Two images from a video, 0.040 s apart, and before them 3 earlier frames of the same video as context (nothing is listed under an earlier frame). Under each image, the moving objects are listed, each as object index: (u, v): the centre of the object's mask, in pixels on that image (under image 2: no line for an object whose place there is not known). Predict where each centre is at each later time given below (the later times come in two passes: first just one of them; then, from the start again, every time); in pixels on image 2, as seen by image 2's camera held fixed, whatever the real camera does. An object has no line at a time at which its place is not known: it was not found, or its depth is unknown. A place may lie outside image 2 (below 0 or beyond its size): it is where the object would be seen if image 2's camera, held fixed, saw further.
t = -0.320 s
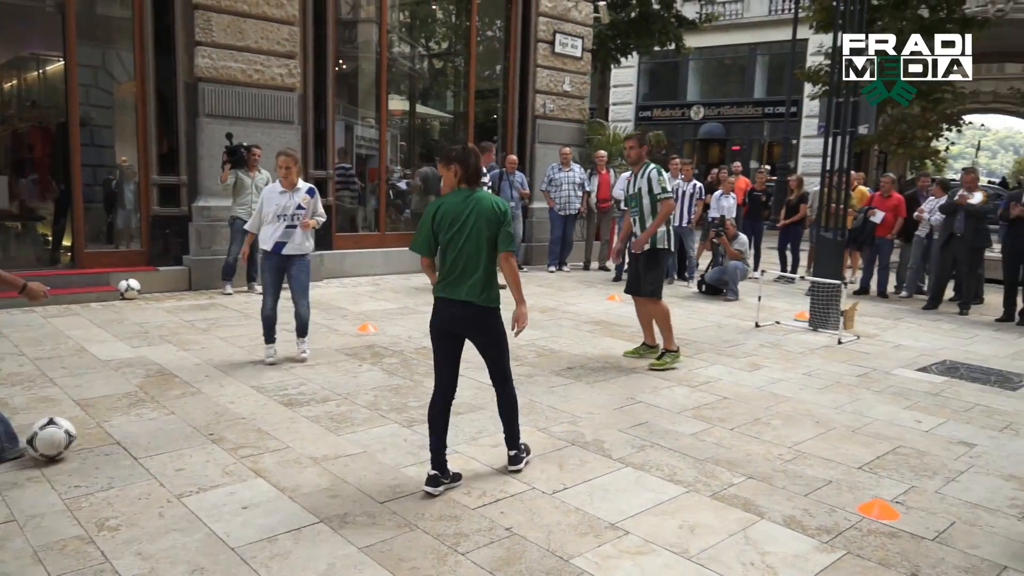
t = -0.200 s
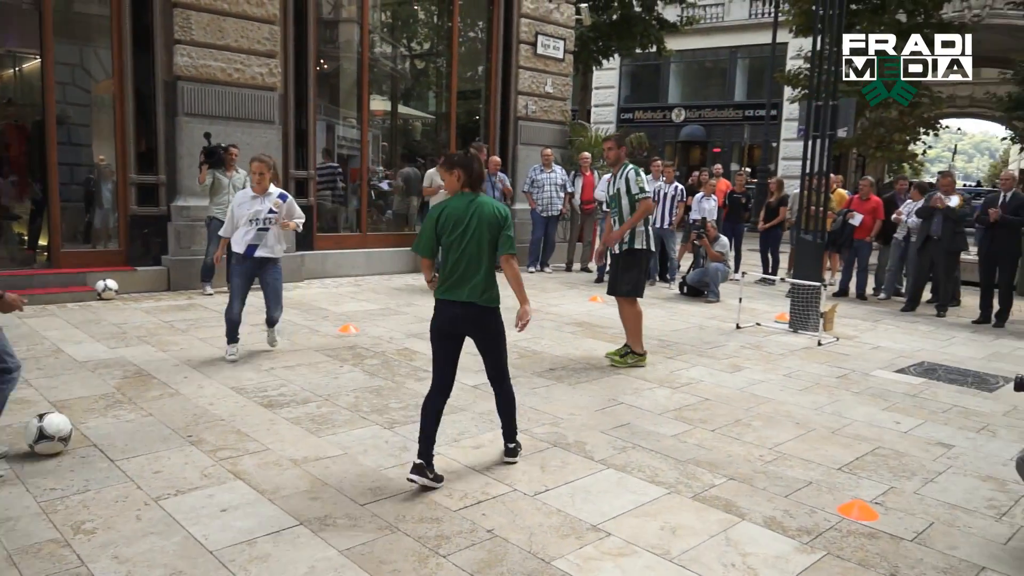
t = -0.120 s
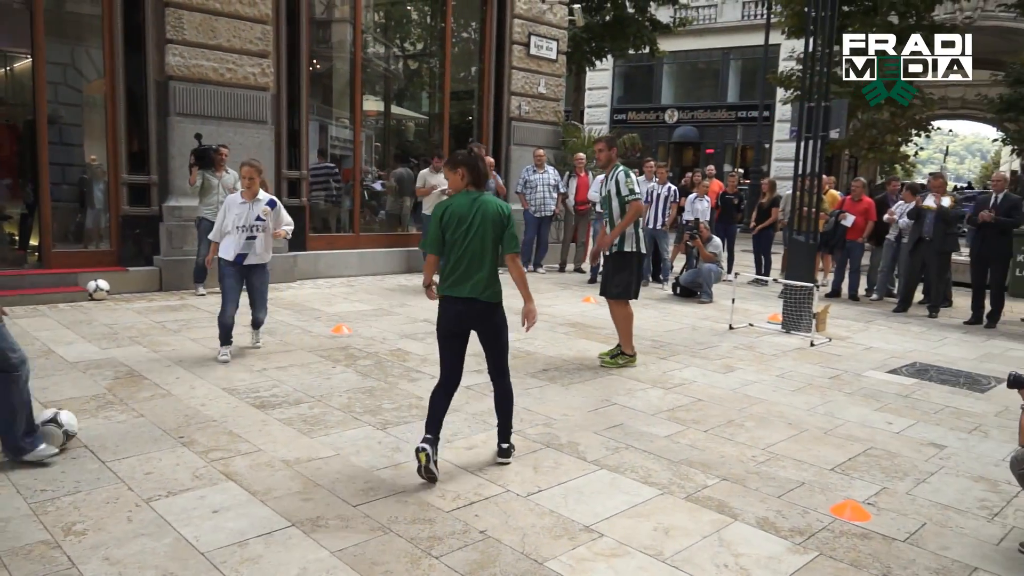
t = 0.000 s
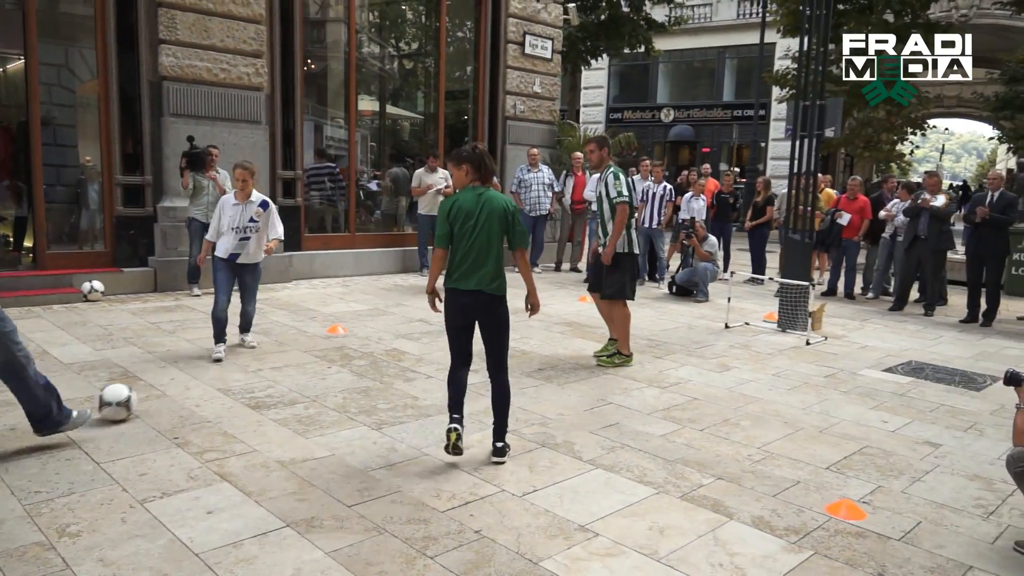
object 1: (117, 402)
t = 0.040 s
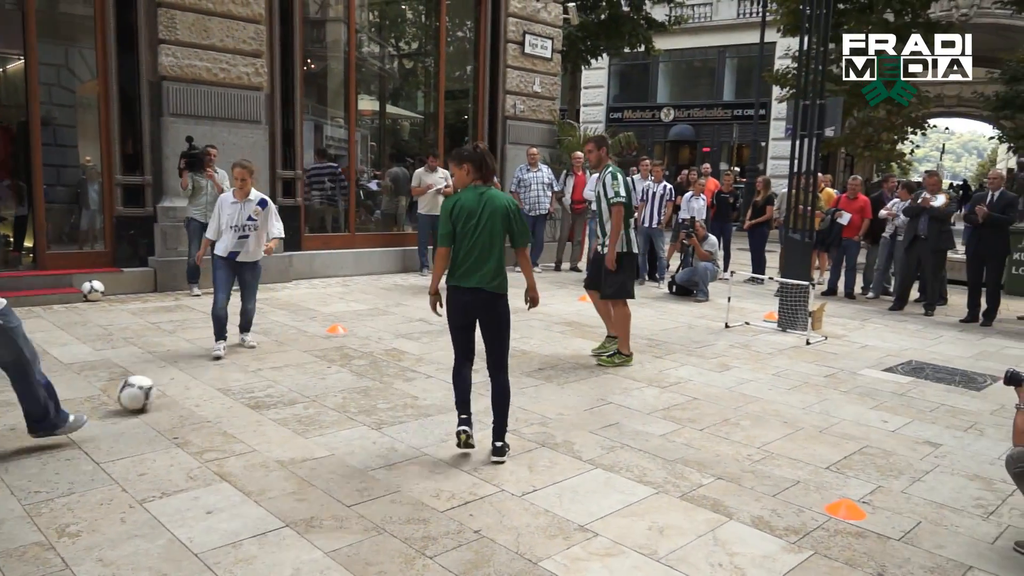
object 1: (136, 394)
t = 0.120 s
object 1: (171, 379)
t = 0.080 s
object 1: (155, 386)
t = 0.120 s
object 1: (171, 379)
